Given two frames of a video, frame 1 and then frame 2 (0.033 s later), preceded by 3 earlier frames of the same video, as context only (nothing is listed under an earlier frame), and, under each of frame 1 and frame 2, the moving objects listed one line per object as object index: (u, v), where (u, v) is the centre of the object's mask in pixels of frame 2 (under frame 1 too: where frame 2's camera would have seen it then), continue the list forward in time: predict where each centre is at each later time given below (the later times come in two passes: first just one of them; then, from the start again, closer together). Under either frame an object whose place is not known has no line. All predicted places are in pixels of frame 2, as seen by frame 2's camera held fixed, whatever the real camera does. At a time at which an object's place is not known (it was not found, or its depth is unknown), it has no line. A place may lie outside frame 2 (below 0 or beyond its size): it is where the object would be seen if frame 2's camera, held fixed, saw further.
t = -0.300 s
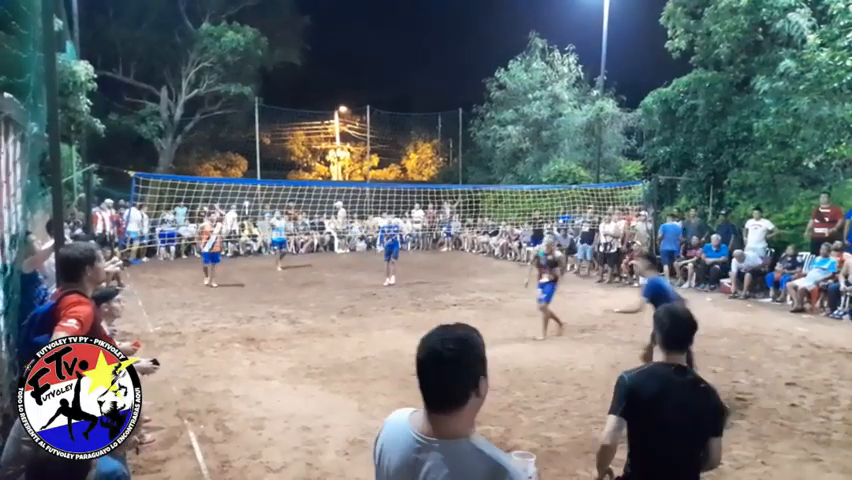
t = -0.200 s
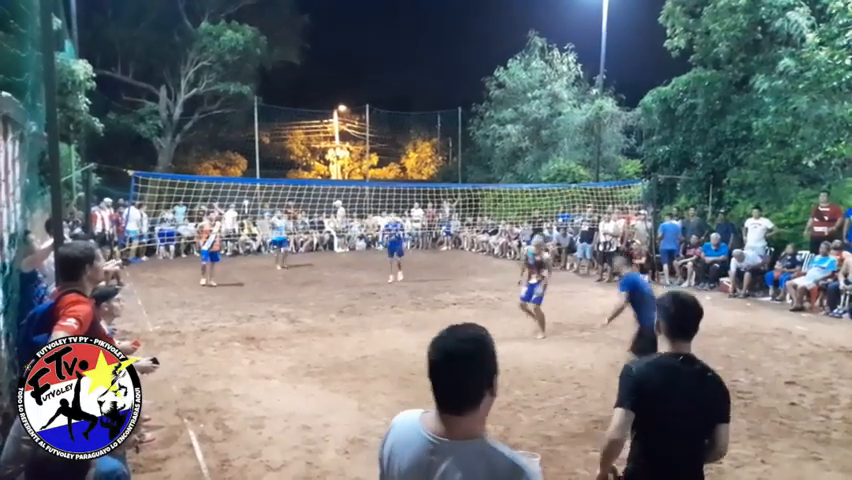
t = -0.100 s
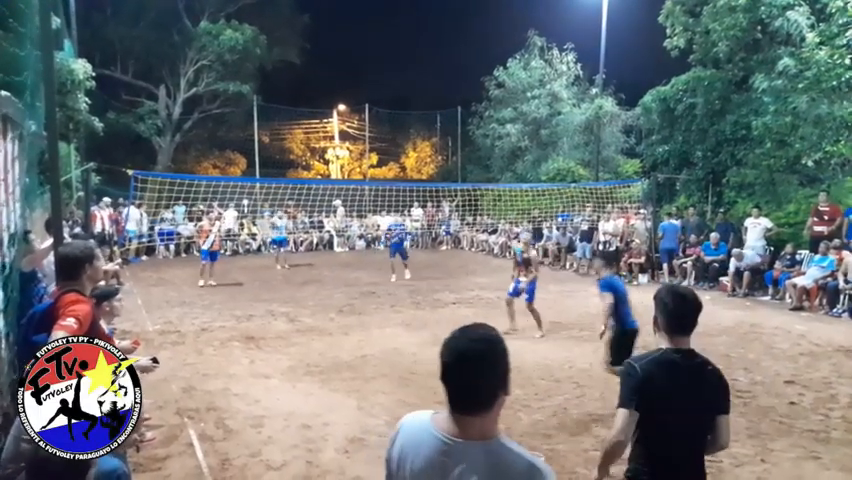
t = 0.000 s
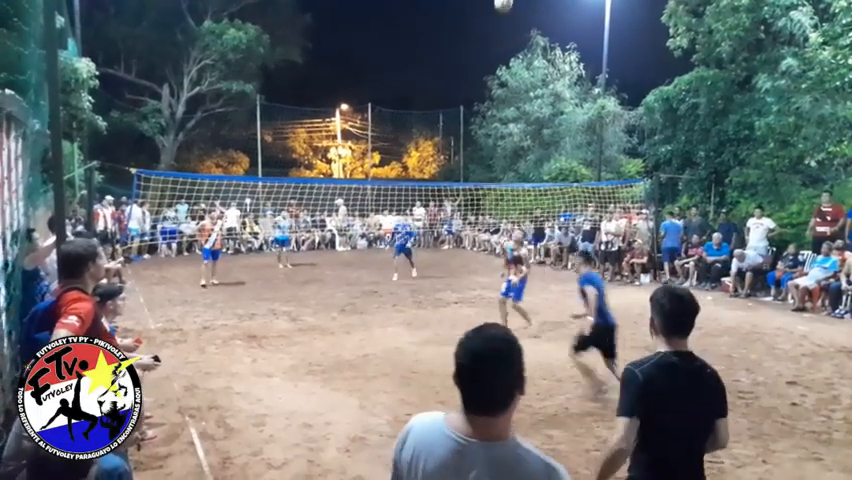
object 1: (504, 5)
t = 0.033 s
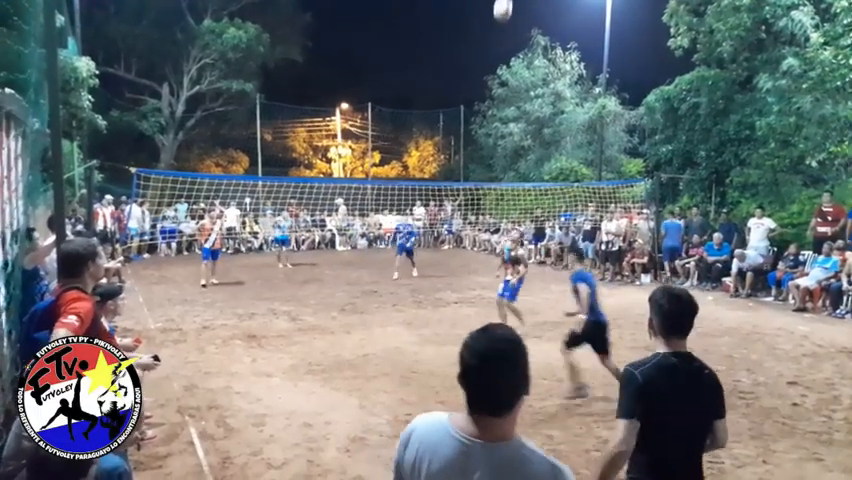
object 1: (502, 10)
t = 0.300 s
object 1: (490, 106)
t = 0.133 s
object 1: (498, 42)
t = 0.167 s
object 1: (496, 54)
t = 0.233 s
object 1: (493, 81)
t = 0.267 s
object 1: (491, 92)
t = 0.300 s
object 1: (490, 106)
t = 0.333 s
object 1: (488, 122)
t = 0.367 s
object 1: (487, 136)
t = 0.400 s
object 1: (486, 151)
